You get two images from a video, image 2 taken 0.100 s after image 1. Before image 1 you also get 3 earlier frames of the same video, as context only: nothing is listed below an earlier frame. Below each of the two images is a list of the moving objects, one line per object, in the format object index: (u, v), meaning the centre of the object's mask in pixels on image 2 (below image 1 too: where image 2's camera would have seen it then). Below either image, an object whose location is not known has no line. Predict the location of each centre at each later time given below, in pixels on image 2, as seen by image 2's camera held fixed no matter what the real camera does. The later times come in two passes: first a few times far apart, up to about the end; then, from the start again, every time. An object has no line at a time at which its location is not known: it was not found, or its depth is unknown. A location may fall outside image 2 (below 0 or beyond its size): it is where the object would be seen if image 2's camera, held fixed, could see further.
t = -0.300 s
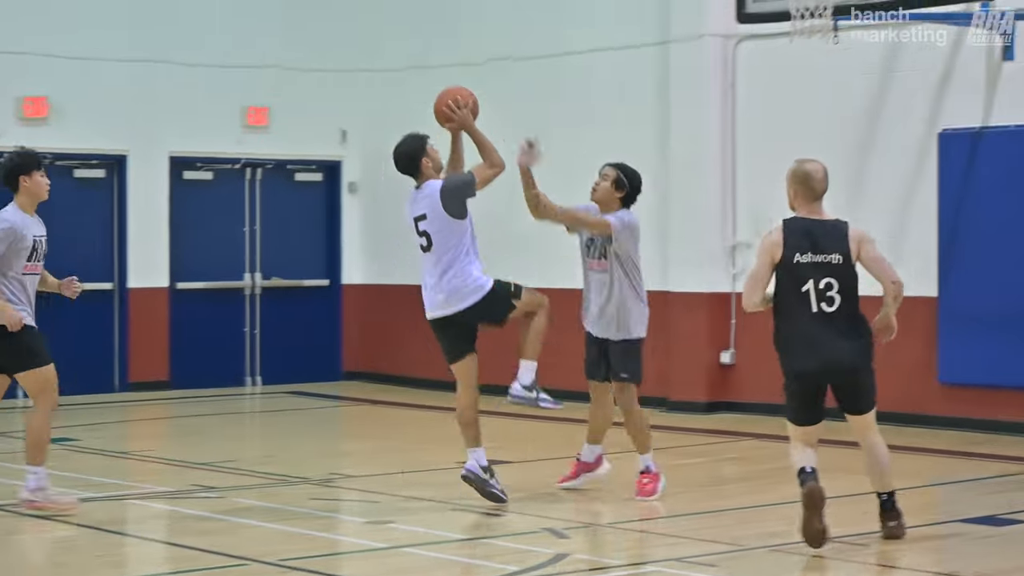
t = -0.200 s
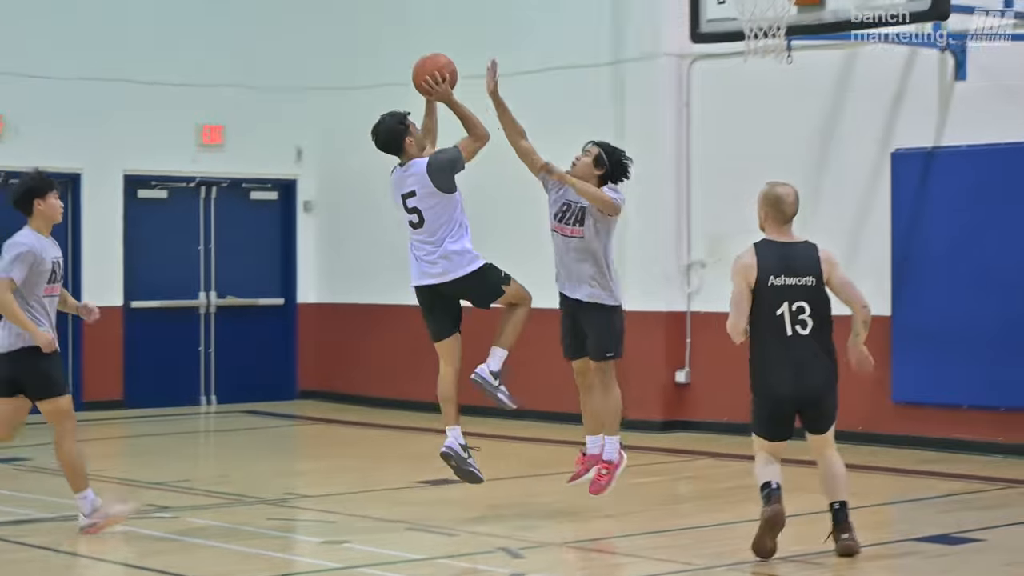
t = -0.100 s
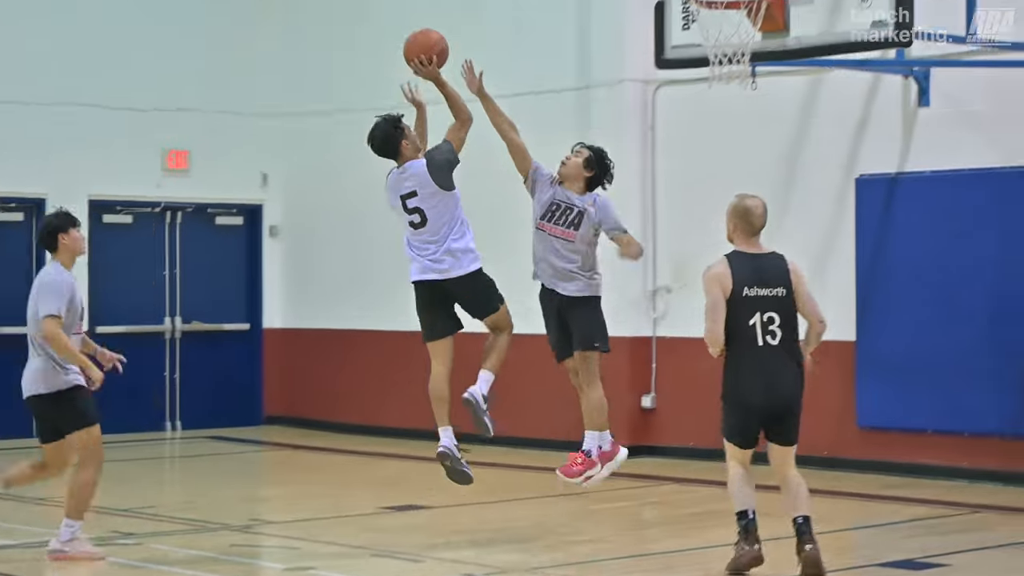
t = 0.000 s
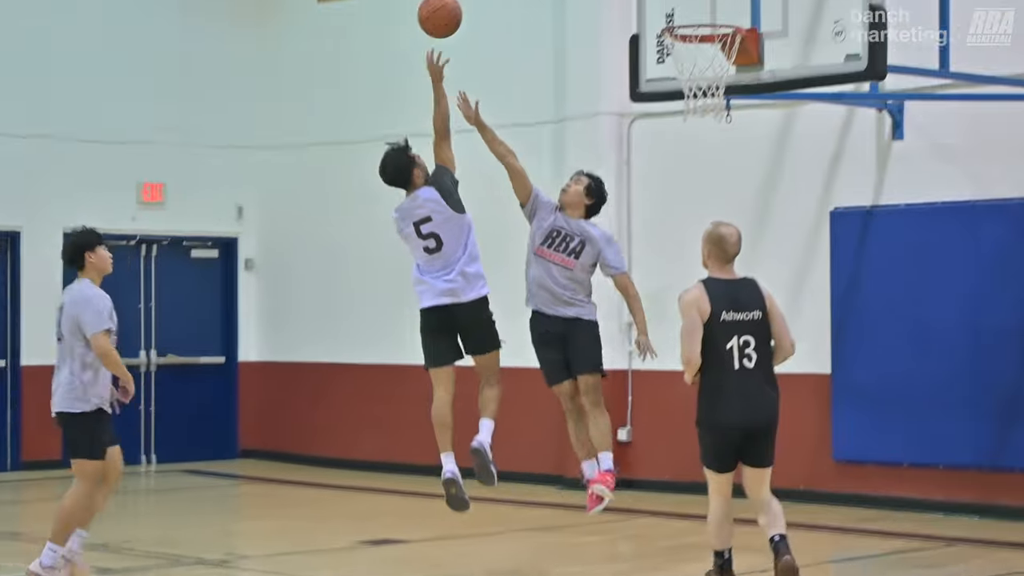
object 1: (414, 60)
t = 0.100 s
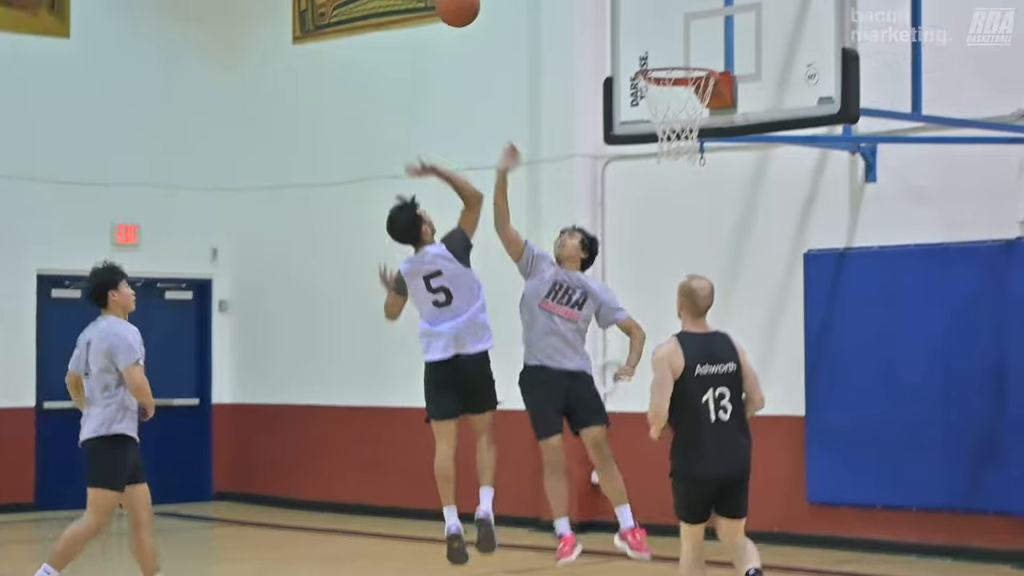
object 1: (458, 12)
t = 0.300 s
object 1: (540, -44)
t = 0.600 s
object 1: (657, 15)
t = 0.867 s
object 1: (646, 114)
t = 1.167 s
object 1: (635, 142)
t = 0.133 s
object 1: (471, -2)
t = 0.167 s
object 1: (486, -14)
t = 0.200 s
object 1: (500, -25)
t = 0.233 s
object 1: (513, -35)
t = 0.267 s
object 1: (527, -41)
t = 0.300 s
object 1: (540, -44)
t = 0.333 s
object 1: (553, -45)
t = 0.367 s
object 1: (567, -44)
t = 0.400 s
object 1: (581, -41)
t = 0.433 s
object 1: (594, -36)
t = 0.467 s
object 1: (608, -30)
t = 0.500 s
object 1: (620, -21)
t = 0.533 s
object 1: (632, -11)
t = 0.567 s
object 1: (644, 1)
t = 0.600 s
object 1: (657, 15)
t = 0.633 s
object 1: (669, 30)
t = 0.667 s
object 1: (681, 47)
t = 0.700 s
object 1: (694, 59)
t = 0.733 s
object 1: (688, 79)
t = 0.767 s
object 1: (676, 90)
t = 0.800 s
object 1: (665, 103)
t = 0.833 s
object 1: (655, 112)
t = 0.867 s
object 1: (646, 114)
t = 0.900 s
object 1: (641, 113)
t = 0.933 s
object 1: (637, 113)
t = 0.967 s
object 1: (633, 114)
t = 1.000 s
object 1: (632, 117)
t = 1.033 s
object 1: (630, 120)
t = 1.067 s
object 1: (630, 123)
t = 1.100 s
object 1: (631, 128)
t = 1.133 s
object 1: (632, 135)
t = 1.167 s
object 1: (635, 142)
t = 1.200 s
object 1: (637, 153)
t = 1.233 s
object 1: (640, 164)
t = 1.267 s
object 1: (642, 178)
